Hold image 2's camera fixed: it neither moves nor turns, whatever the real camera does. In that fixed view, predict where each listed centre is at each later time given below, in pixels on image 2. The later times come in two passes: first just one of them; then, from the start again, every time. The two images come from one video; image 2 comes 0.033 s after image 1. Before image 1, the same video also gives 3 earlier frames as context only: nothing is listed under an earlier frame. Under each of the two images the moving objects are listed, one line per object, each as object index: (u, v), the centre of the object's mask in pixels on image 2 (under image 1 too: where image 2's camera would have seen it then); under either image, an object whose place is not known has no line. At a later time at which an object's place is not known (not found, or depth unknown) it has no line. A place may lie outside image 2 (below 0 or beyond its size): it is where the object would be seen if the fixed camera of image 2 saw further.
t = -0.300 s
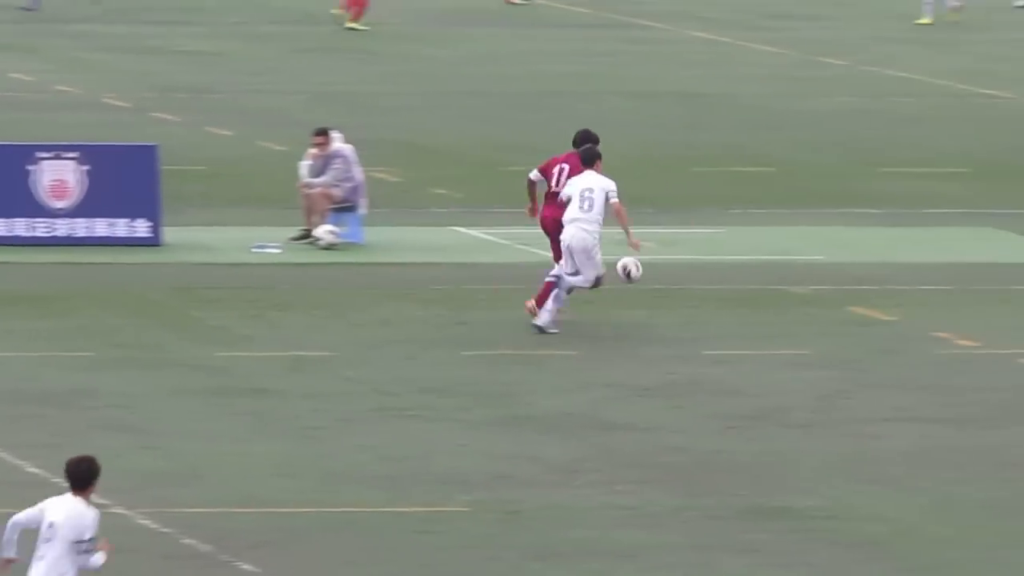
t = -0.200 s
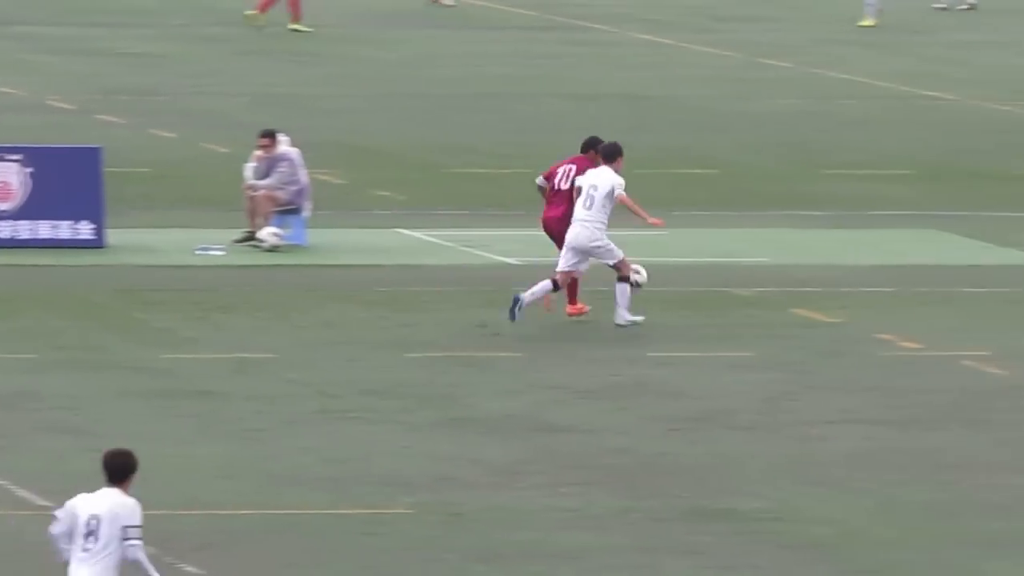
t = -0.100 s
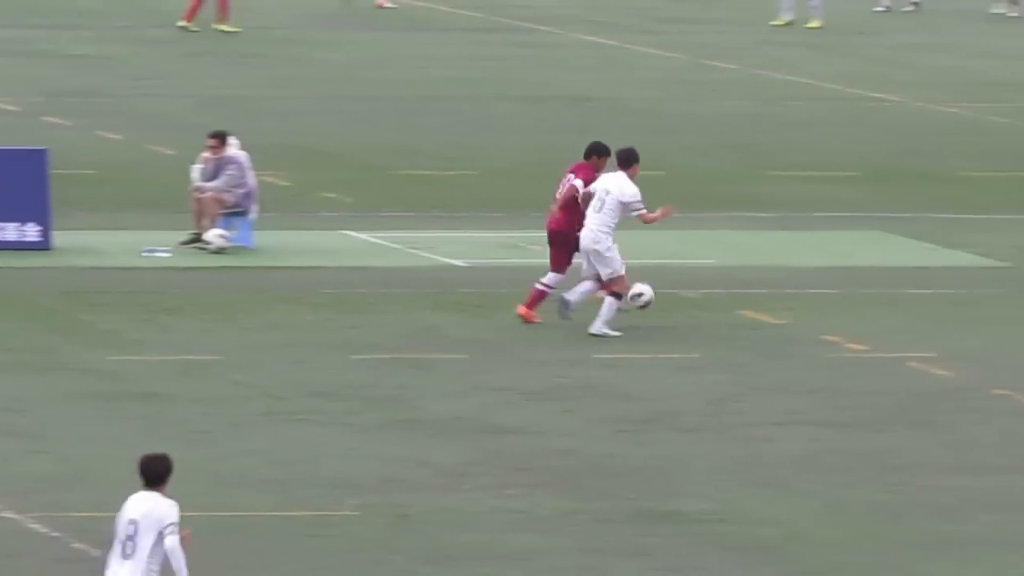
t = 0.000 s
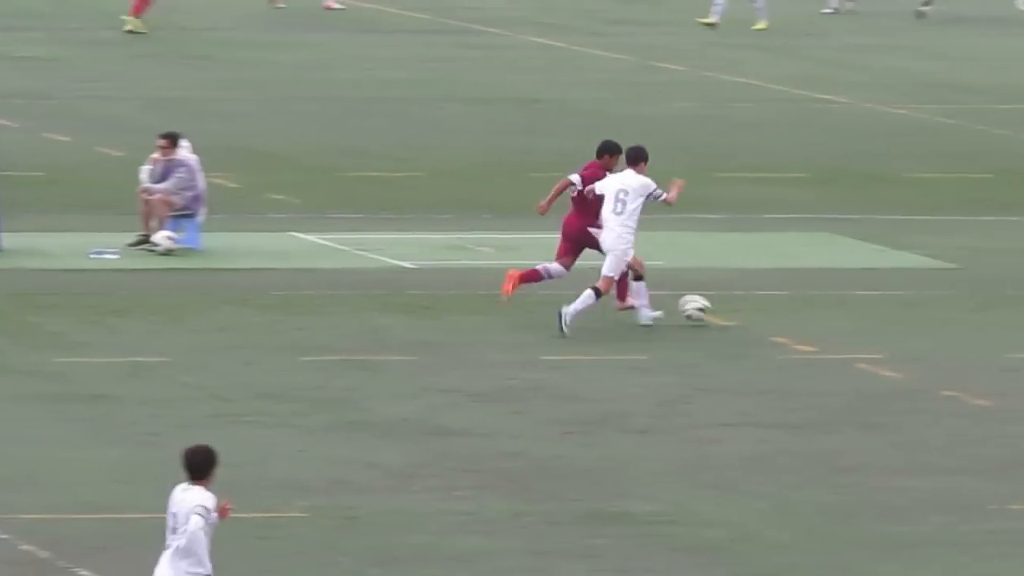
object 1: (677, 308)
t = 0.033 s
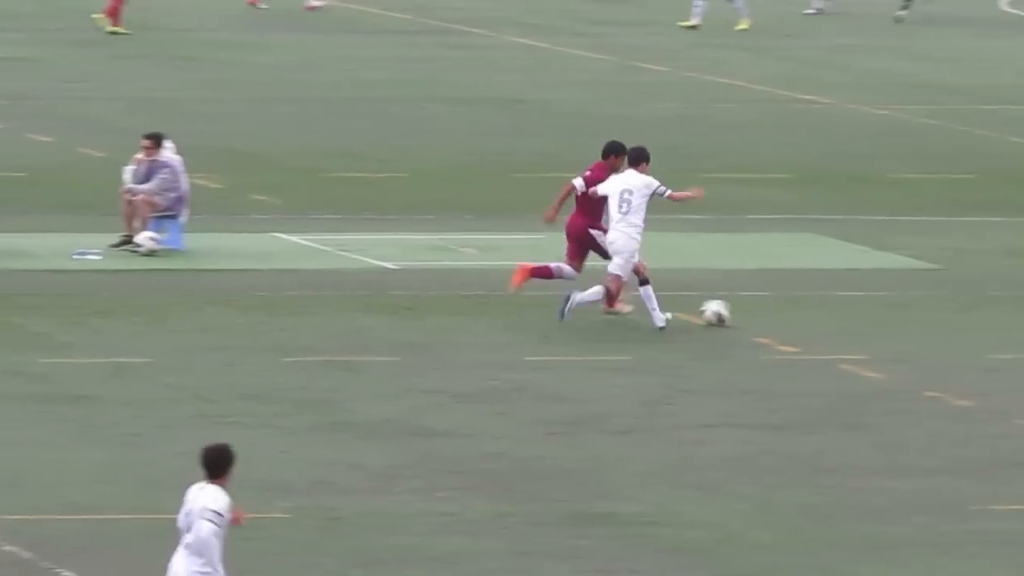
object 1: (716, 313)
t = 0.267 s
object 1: (953, 308)
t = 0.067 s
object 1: (751, 308)
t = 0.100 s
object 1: (784, 305)
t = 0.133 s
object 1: (818, 302)
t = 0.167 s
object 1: (852, 302)
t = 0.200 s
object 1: (885, 302)
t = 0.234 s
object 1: (919, 305)
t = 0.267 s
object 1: (953, 308)
